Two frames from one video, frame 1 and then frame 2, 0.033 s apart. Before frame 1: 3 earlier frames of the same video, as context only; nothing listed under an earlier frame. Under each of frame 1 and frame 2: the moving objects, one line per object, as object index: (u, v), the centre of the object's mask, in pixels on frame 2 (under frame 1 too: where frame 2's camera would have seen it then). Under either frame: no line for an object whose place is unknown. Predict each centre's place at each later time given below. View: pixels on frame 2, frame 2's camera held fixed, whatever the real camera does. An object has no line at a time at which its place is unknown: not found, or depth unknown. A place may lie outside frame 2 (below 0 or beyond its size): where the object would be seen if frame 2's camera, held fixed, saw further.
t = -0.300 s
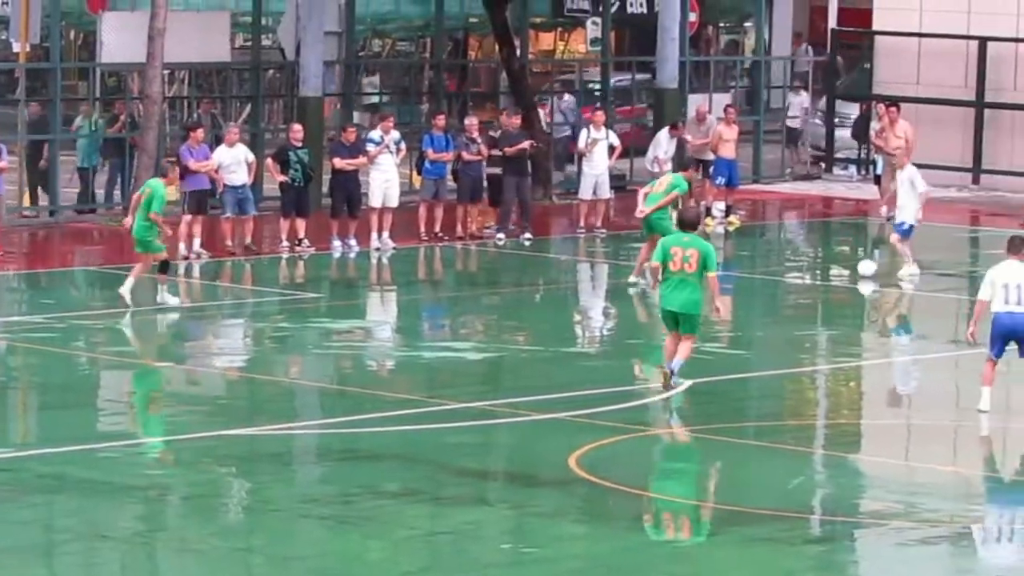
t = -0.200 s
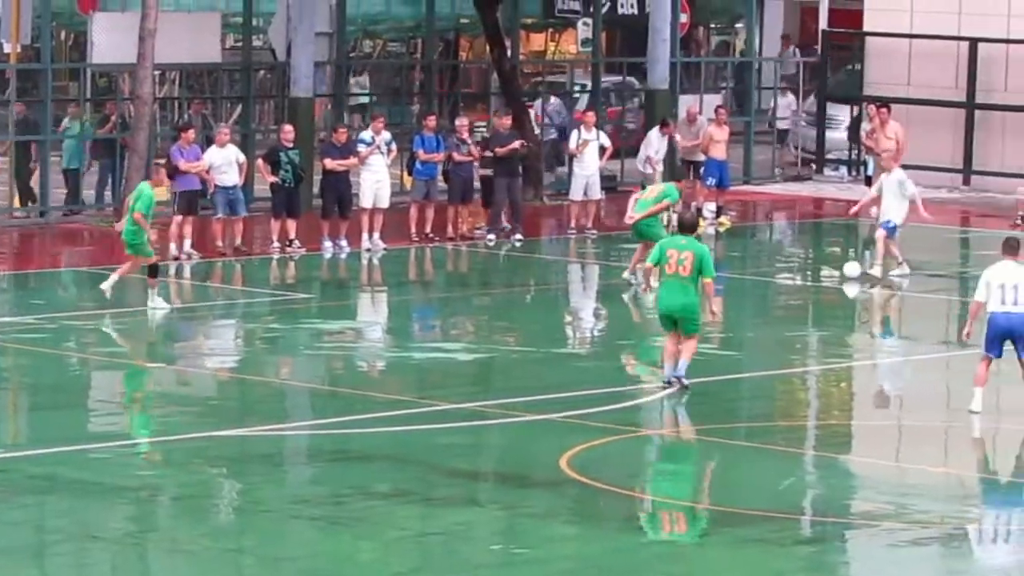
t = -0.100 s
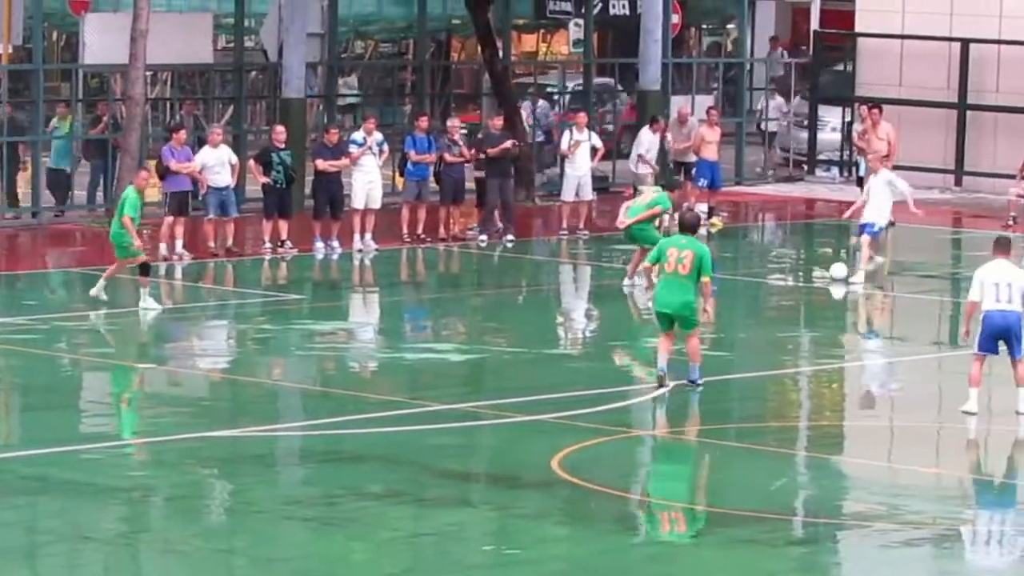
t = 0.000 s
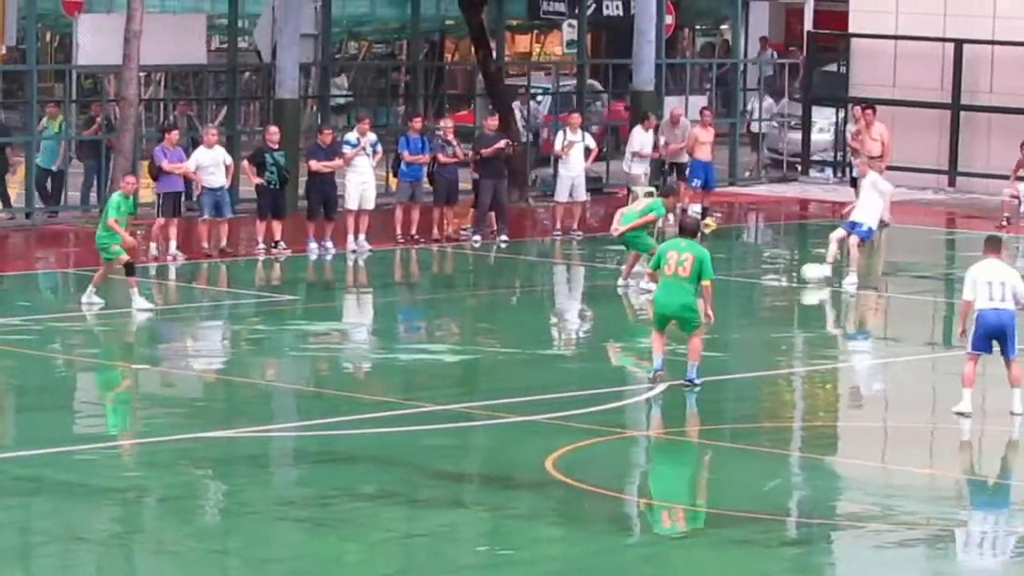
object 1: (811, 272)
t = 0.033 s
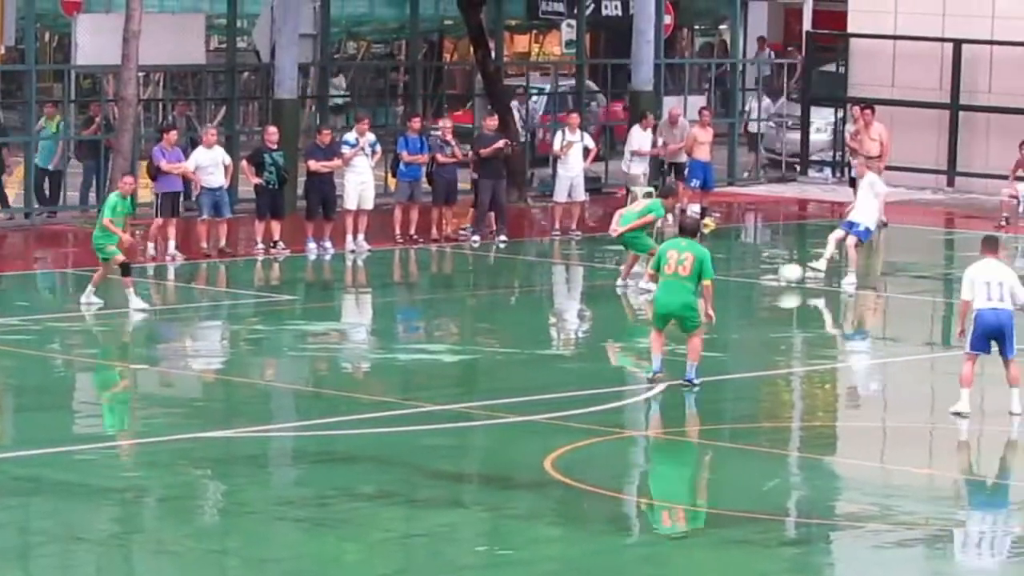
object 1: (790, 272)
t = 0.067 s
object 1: (769, 274)
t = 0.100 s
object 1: (748, 276)
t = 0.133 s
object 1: (728, 279)
